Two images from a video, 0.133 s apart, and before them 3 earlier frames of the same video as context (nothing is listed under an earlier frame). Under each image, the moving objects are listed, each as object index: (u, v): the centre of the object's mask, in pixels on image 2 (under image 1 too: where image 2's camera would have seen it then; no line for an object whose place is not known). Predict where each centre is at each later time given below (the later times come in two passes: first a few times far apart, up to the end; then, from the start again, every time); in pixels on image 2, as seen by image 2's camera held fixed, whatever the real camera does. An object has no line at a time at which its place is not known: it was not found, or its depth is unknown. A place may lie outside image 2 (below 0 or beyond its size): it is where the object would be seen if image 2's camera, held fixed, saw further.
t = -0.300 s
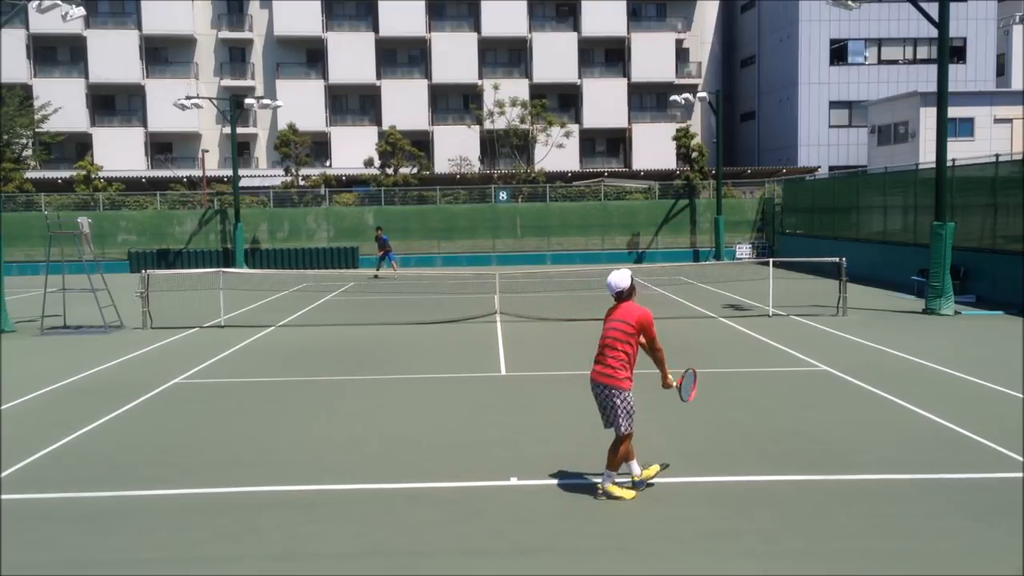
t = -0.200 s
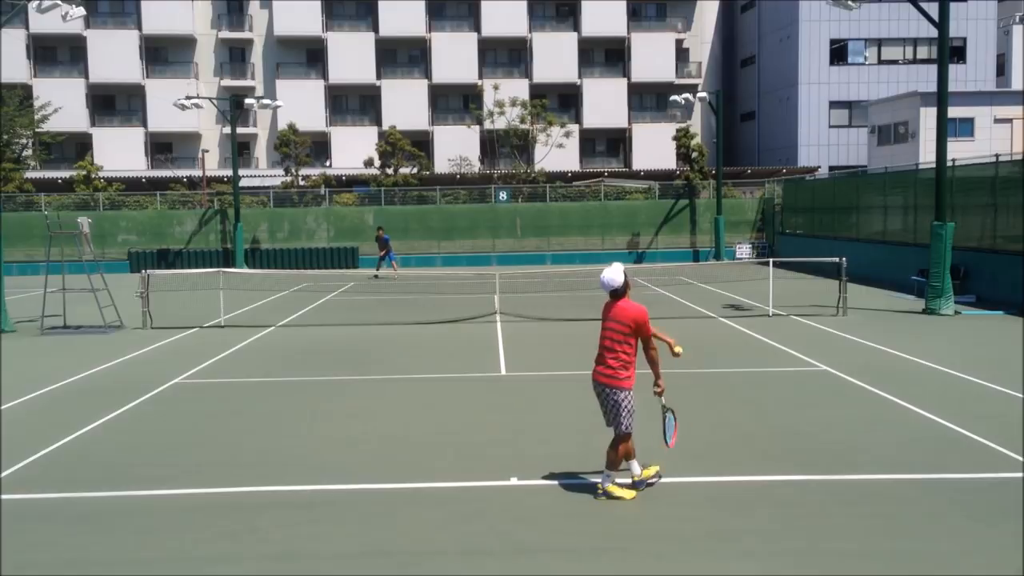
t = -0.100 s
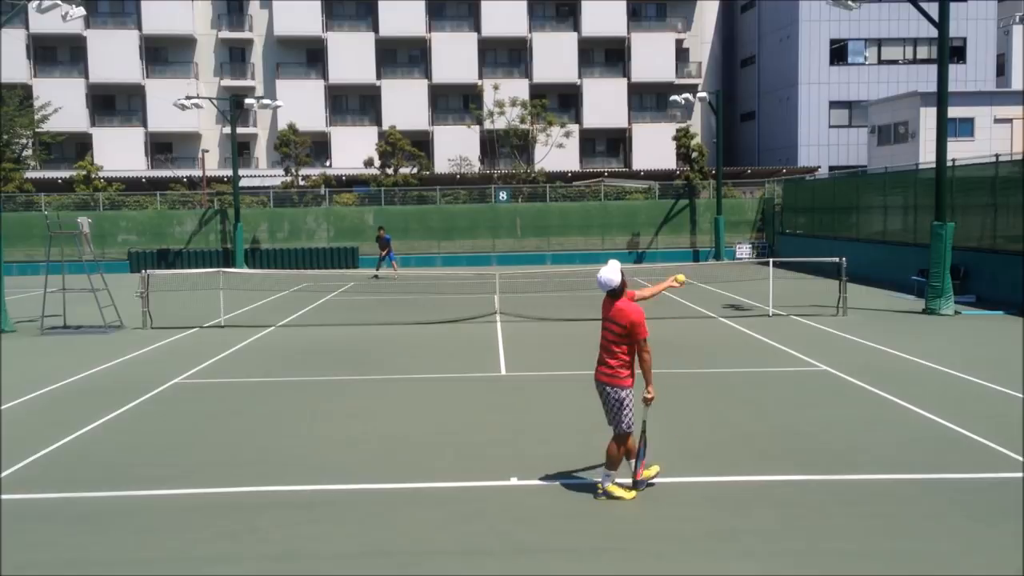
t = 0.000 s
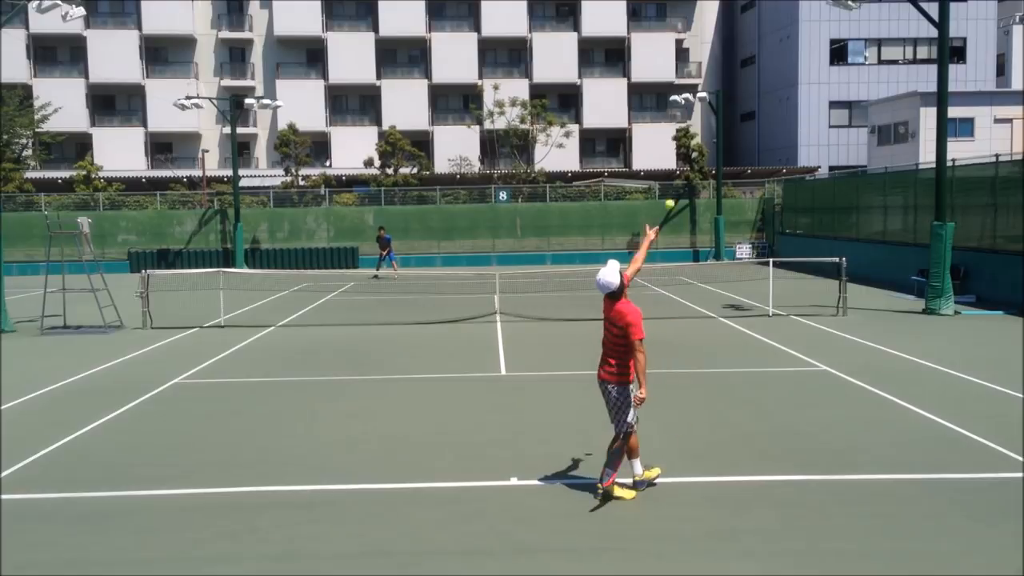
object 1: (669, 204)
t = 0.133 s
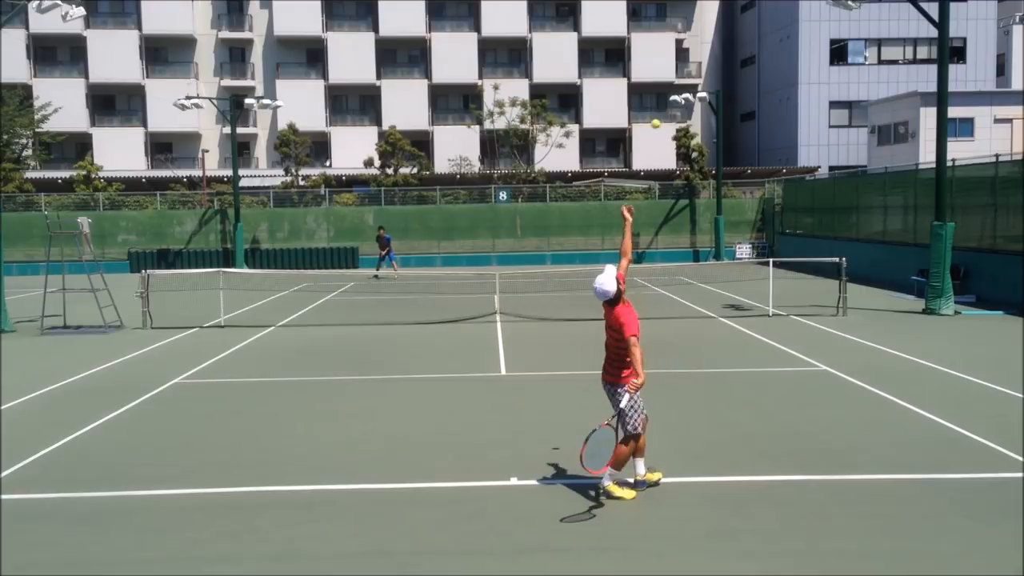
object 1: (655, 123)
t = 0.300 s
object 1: (637, 55)
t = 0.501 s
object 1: (617, 19)
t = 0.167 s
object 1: (652, 107)
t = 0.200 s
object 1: (648, 92)
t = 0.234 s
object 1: (644, 78)
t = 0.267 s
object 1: (642, 66)
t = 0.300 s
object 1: (637, 55)
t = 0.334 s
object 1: (634, 45)
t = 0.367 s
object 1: (630, 37)
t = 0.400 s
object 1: (627, 31)
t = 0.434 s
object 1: (624, 25)
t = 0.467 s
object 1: (621, 21)
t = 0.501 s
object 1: (617, 19)
